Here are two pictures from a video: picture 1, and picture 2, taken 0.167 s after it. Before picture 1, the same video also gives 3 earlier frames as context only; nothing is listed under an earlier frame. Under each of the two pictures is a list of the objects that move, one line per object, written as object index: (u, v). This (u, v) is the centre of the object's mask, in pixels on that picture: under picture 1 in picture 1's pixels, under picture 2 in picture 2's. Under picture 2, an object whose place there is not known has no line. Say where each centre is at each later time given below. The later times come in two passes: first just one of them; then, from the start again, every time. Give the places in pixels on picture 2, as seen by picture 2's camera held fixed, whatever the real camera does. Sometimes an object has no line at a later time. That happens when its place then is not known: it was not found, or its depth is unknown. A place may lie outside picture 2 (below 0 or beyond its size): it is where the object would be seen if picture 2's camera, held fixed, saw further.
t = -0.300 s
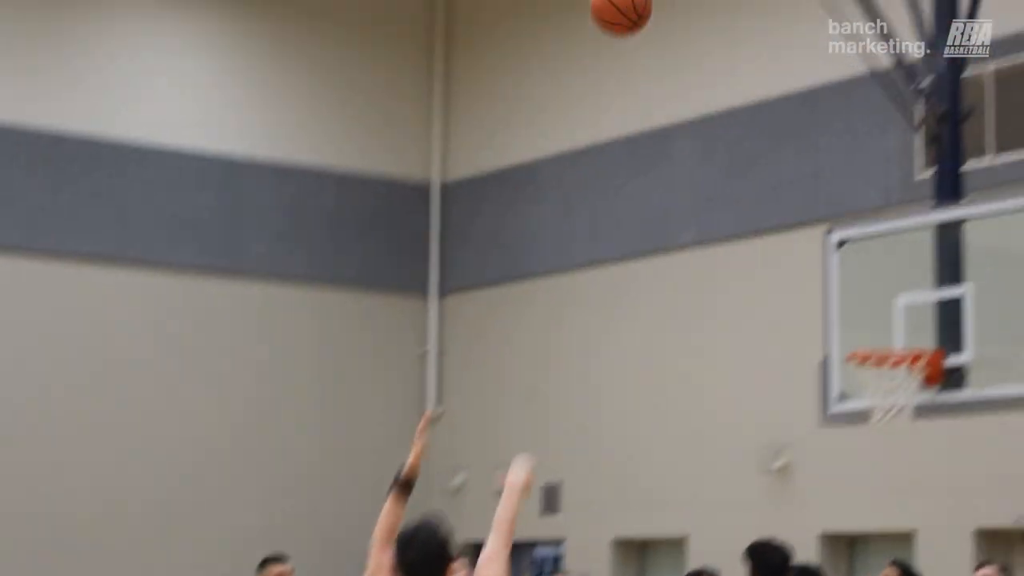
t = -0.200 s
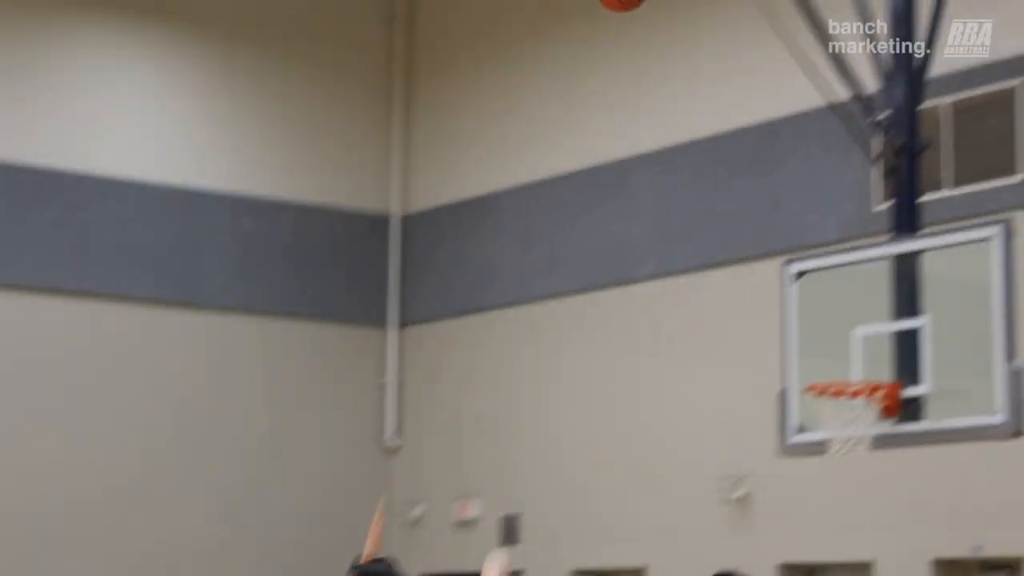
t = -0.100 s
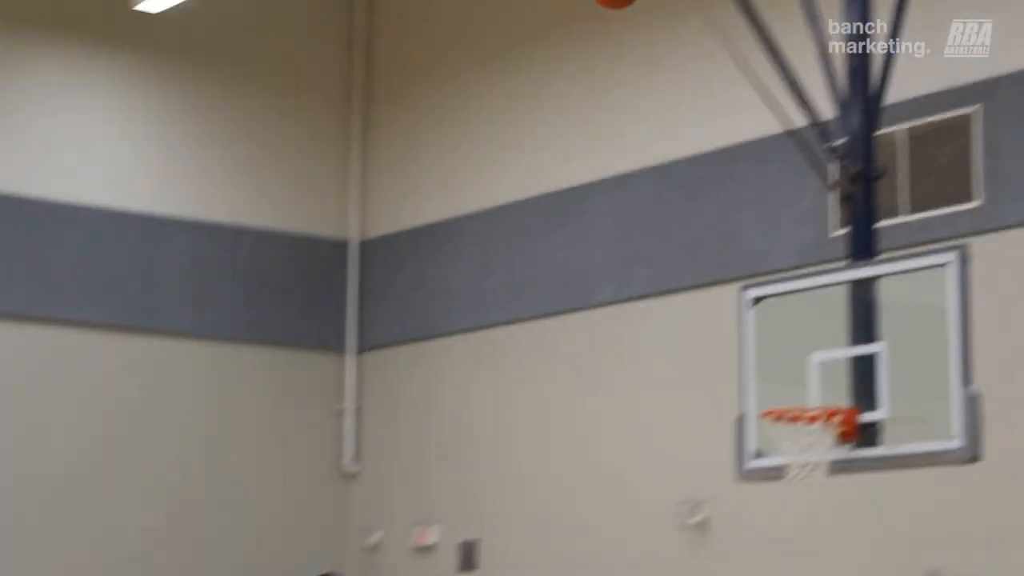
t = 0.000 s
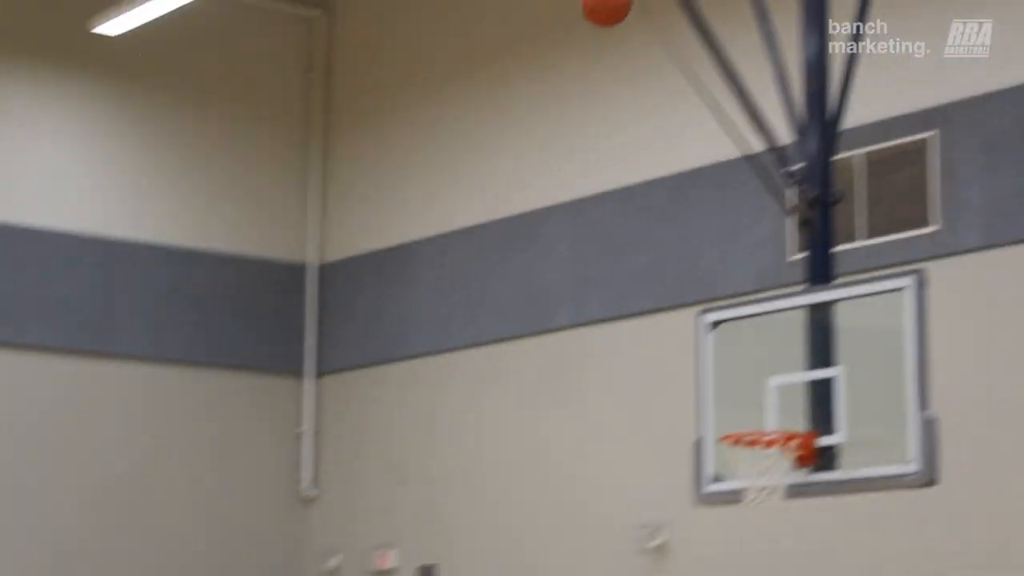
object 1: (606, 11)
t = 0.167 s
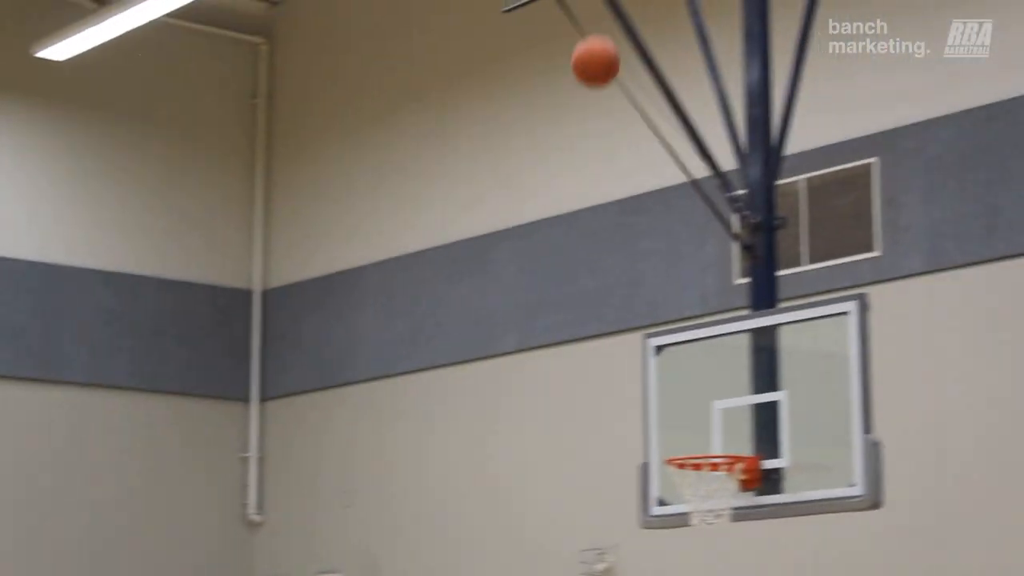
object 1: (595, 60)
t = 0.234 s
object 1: (610, 86)
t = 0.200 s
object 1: (604, 73)
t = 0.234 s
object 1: (610, 86)
